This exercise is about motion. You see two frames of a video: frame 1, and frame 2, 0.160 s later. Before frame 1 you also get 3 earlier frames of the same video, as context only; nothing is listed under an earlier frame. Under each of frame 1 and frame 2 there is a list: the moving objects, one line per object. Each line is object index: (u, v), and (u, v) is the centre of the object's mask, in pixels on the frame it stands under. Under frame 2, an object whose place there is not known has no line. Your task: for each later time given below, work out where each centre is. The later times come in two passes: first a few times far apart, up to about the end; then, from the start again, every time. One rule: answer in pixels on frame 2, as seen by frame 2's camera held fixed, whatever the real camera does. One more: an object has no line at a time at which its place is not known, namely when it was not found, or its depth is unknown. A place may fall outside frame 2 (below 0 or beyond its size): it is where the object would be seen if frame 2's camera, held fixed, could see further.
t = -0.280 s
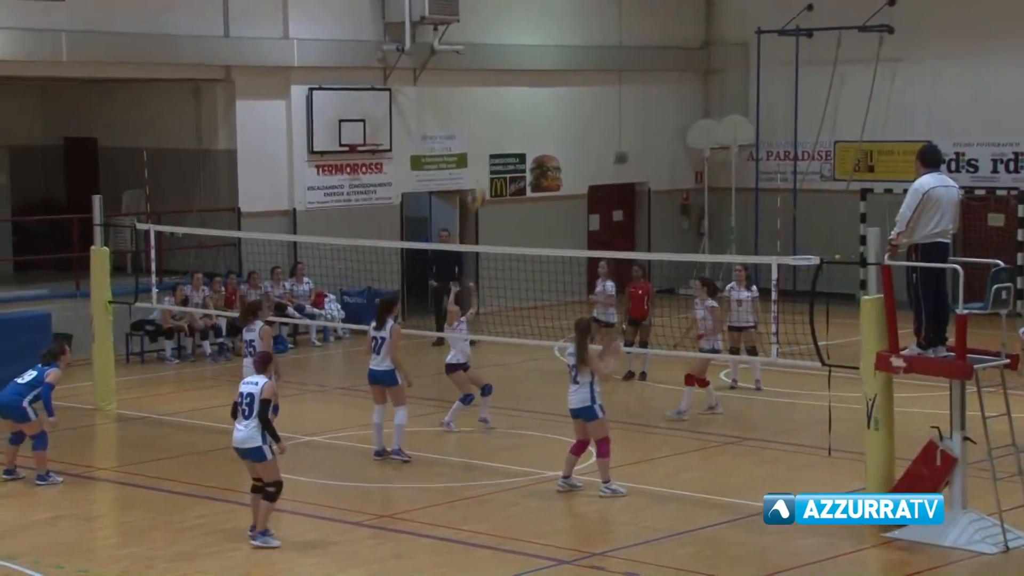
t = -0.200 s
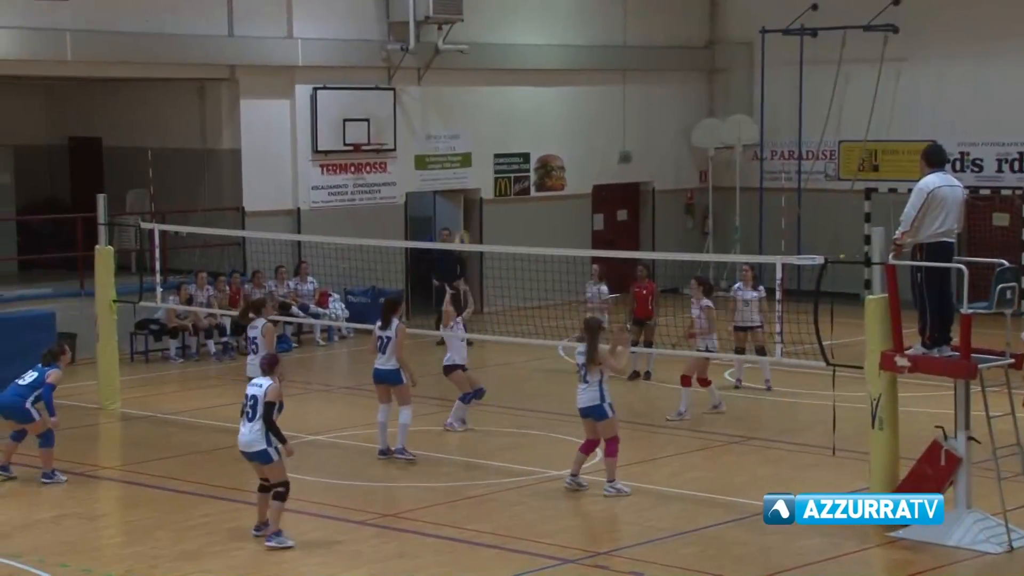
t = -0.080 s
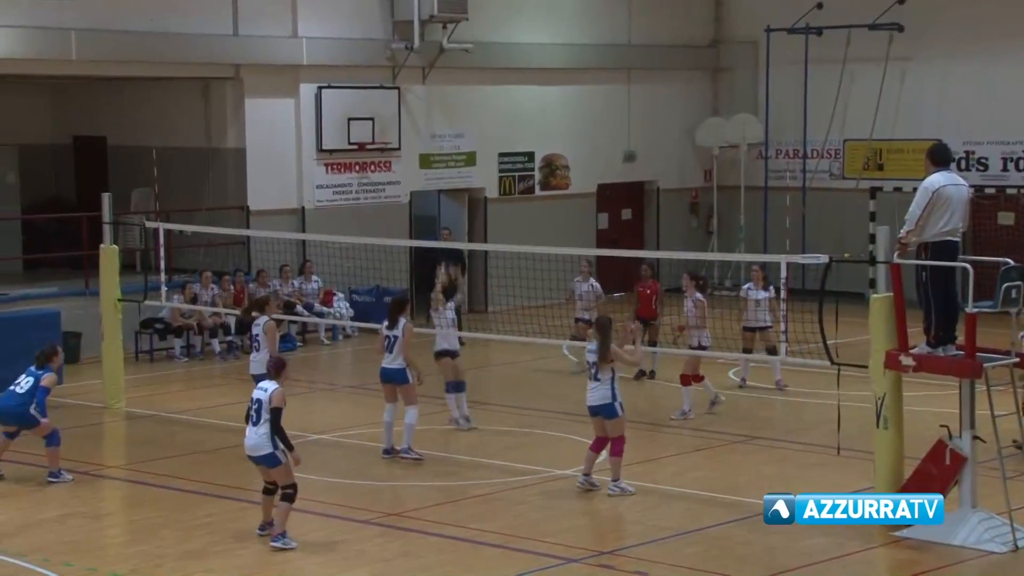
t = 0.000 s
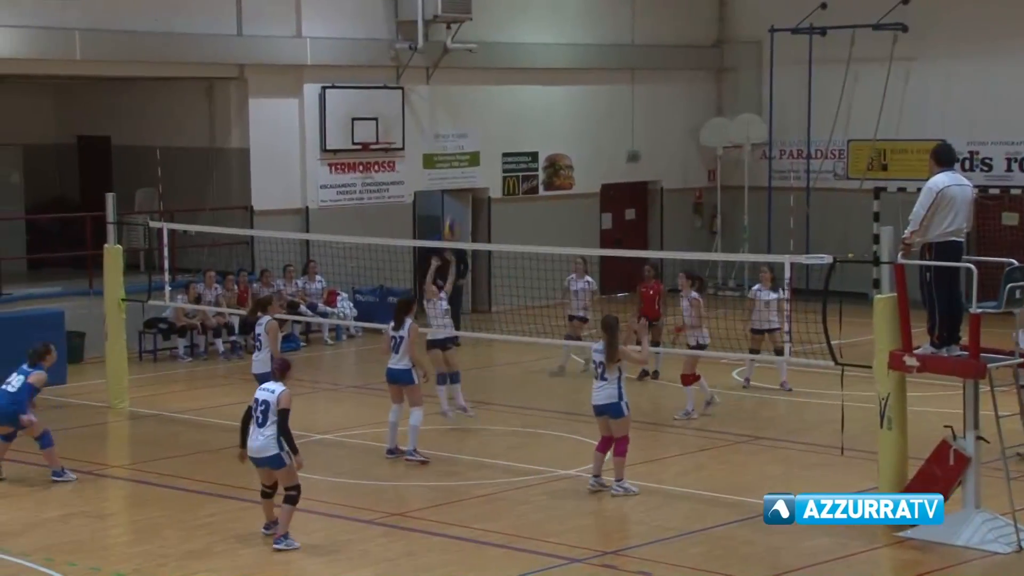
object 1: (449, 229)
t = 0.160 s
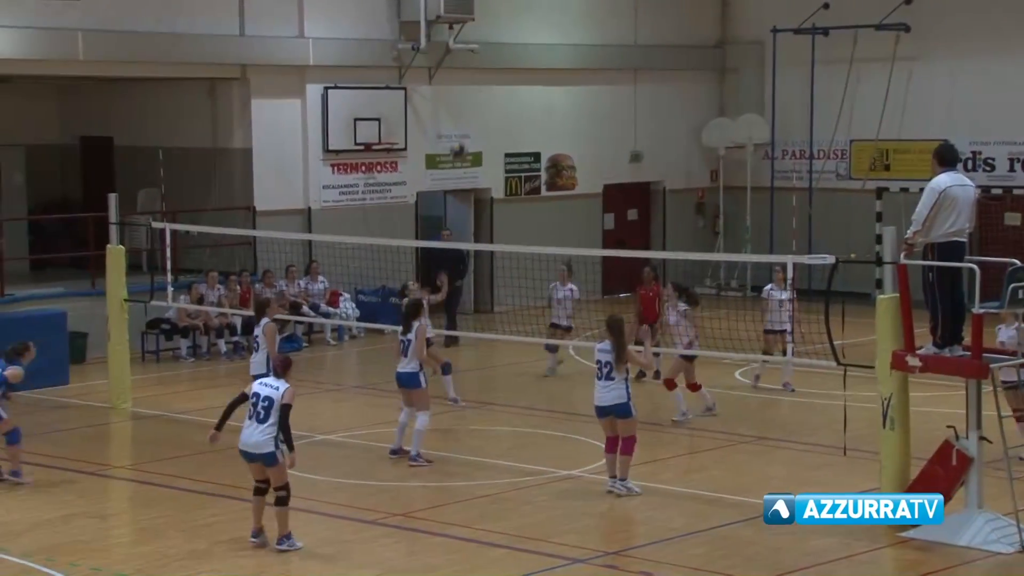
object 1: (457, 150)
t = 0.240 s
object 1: (460, 119)
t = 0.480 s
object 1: (468, 67)
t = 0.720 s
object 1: (479, 64)
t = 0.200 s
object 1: (459, 134)
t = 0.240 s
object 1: (460, 119)
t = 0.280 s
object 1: (461, 108)
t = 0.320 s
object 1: (462, 97)
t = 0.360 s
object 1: (463, 88)
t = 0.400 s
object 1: (465, 79)
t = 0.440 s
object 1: (466, 73)
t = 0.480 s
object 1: (468, 67)
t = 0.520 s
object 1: (469, 63)
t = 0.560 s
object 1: (471, 61)
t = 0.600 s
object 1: (472, 59)
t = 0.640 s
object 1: (474, 59)
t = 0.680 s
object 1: (476, 60)
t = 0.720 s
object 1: (479, 64)
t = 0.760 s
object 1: (480, 65)
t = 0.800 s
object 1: (481, 71)
